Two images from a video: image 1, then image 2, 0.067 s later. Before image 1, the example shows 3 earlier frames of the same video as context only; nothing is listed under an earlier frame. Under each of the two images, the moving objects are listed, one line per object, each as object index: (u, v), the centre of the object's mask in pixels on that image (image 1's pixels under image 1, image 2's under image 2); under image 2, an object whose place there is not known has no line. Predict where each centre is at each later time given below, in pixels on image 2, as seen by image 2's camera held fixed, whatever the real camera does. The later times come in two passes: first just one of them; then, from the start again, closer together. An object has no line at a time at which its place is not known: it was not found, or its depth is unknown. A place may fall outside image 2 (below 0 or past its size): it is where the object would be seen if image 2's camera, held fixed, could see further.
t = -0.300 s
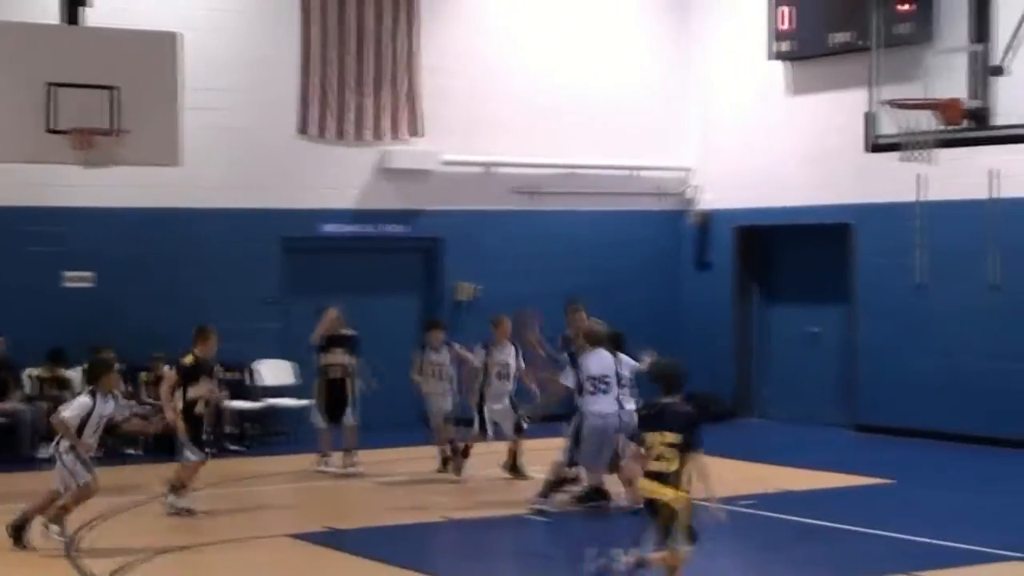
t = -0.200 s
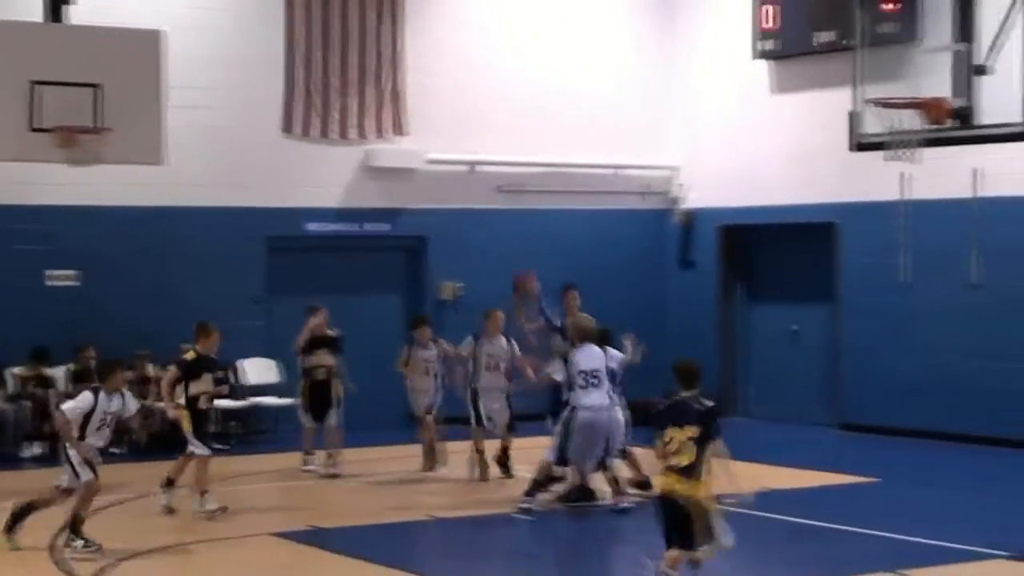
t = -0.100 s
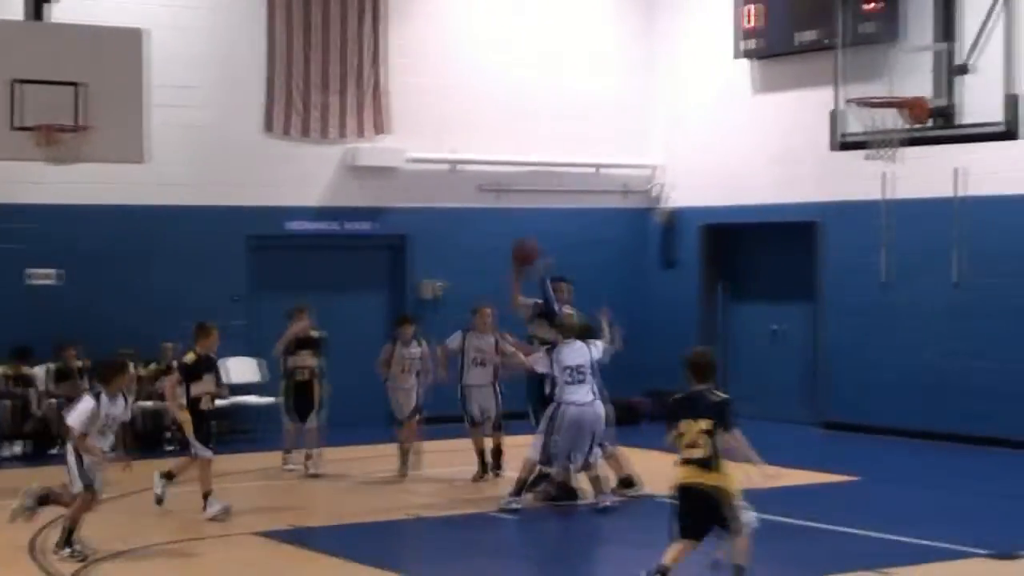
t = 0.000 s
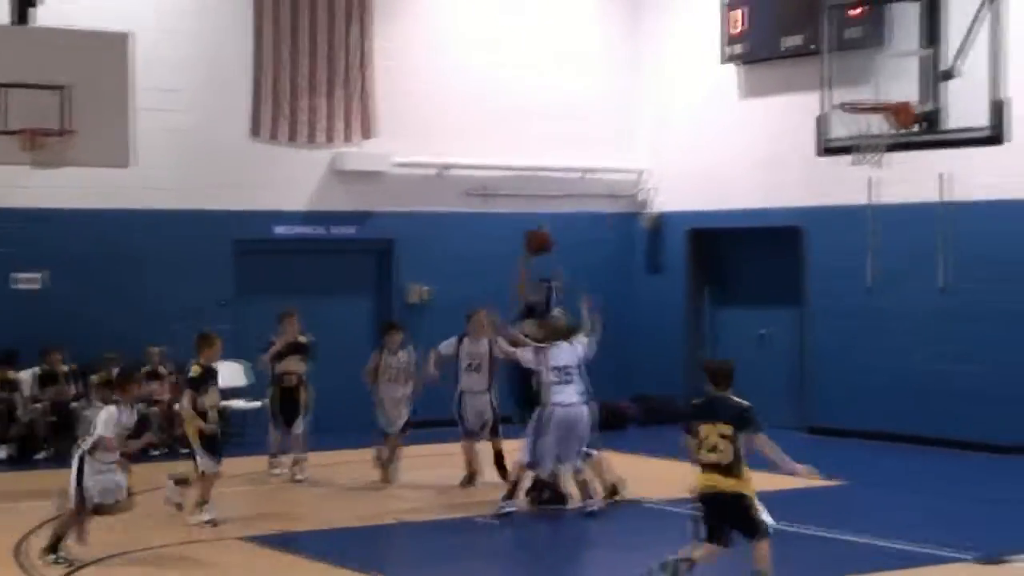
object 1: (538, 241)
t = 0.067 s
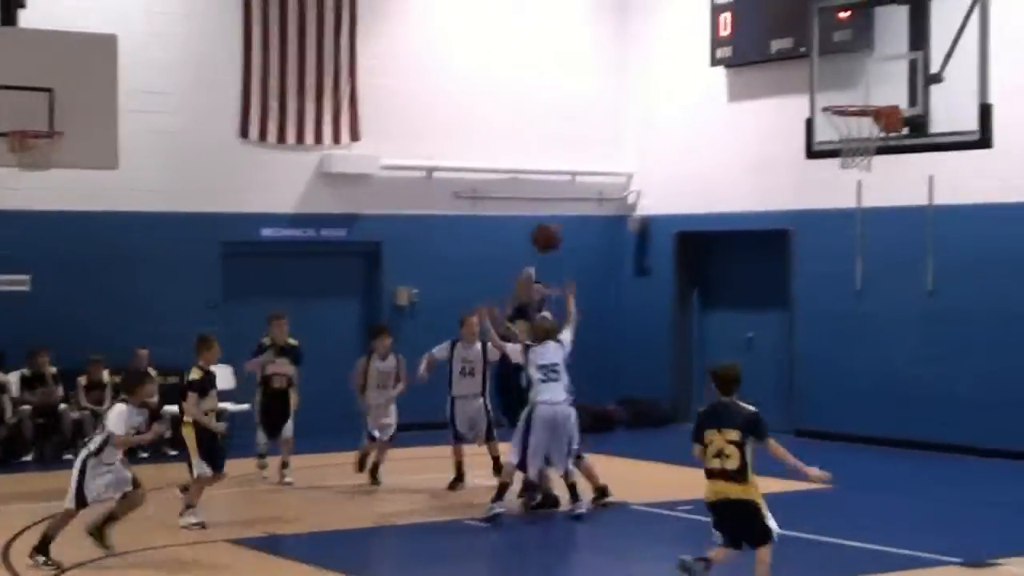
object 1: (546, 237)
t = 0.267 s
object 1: (612, 232)
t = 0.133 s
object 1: (564, 232)
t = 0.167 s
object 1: (578, 233)
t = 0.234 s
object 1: (598, 232)
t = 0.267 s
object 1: (612, 232)
